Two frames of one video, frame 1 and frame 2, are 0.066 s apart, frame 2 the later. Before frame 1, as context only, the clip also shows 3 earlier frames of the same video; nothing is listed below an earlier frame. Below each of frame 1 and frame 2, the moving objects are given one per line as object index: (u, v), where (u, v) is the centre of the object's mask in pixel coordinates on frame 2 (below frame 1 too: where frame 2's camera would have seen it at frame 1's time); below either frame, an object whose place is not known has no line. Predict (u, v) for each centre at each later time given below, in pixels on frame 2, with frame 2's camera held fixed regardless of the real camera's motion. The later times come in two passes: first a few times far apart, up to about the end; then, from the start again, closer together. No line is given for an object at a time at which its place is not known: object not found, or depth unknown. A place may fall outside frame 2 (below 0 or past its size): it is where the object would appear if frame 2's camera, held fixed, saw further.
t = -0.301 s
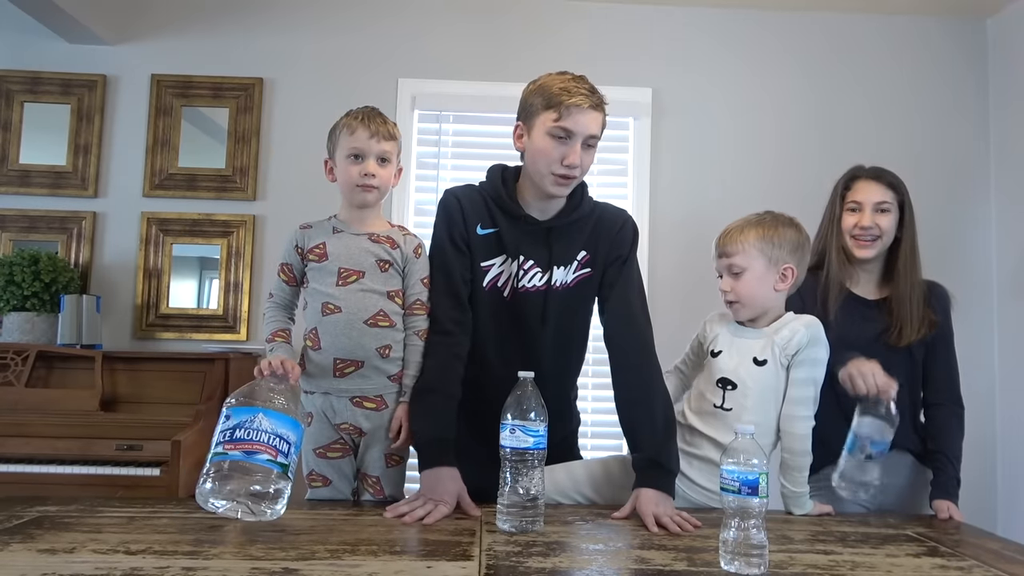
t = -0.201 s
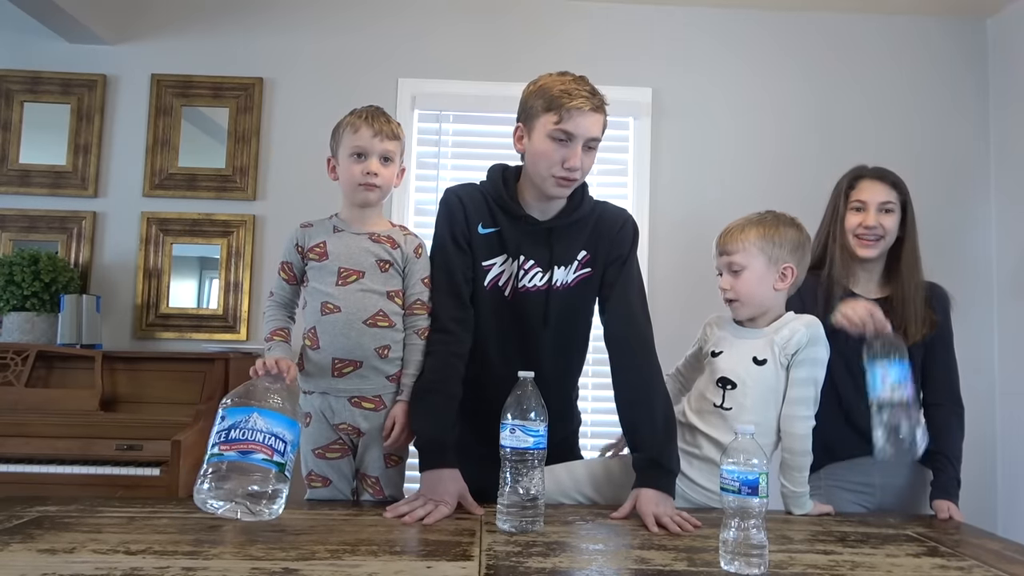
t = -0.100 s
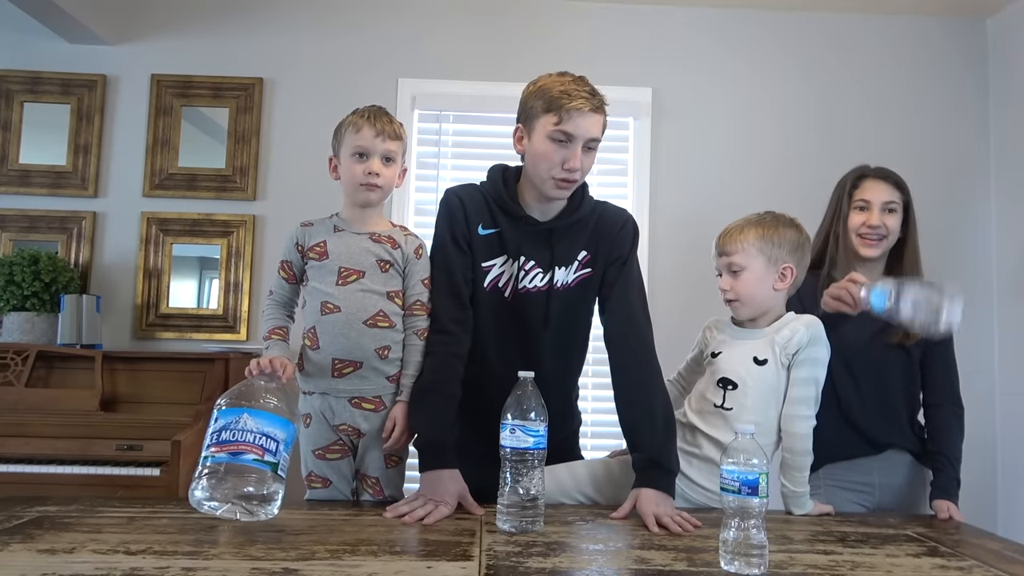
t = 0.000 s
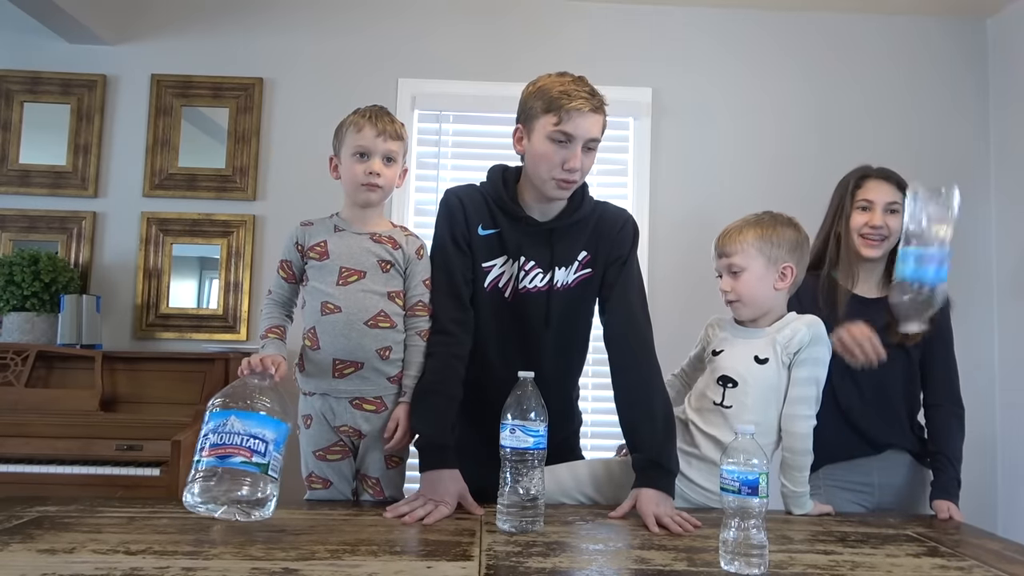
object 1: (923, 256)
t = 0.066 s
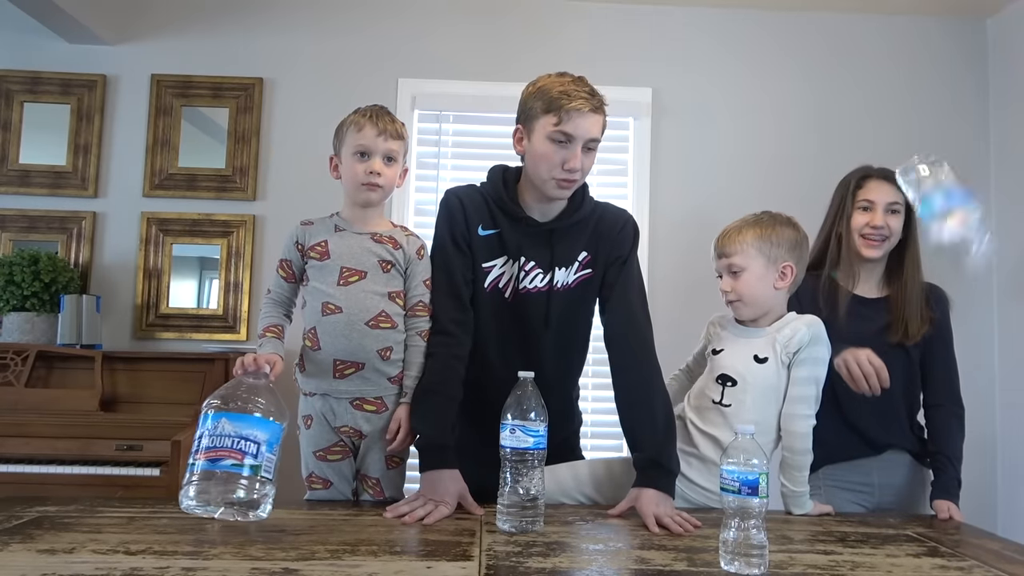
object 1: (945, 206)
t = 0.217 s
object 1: (940, 186)
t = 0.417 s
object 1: (933, 443)
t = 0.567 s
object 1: (927, 475)
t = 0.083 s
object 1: (950, 197)
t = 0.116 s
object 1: (953, 176)
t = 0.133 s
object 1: (950, 169)
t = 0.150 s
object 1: (948, 166)
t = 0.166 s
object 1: (945, 167)
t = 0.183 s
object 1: (943, 170)
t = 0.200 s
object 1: (941, 177)
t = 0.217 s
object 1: (940, 186)
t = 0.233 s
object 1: (939, 196)
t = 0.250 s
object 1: (938, 210)
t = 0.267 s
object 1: (936, 226)
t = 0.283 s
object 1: (935, 243)
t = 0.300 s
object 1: (934, 263)
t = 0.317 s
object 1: (934, 285)
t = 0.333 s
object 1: (933, 307)
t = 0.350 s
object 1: (933, 330)
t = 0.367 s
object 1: (933, 357)
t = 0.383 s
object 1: (933, 383)
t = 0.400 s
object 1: (933, 413)
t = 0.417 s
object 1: (933, 443)
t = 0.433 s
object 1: (933, 470)
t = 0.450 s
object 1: (933, 474)
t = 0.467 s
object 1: (932, 474)
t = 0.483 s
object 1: (931, 474)
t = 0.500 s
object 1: (930, 474)
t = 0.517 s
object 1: (928, 474)
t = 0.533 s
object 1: (927, 474)
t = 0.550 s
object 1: (927, 475)
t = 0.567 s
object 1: (927, 475)
